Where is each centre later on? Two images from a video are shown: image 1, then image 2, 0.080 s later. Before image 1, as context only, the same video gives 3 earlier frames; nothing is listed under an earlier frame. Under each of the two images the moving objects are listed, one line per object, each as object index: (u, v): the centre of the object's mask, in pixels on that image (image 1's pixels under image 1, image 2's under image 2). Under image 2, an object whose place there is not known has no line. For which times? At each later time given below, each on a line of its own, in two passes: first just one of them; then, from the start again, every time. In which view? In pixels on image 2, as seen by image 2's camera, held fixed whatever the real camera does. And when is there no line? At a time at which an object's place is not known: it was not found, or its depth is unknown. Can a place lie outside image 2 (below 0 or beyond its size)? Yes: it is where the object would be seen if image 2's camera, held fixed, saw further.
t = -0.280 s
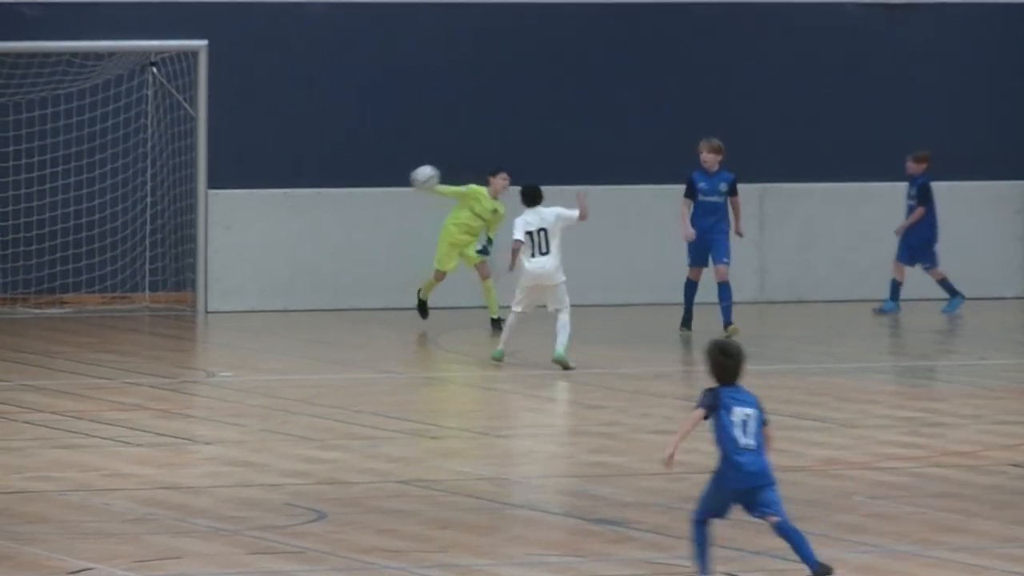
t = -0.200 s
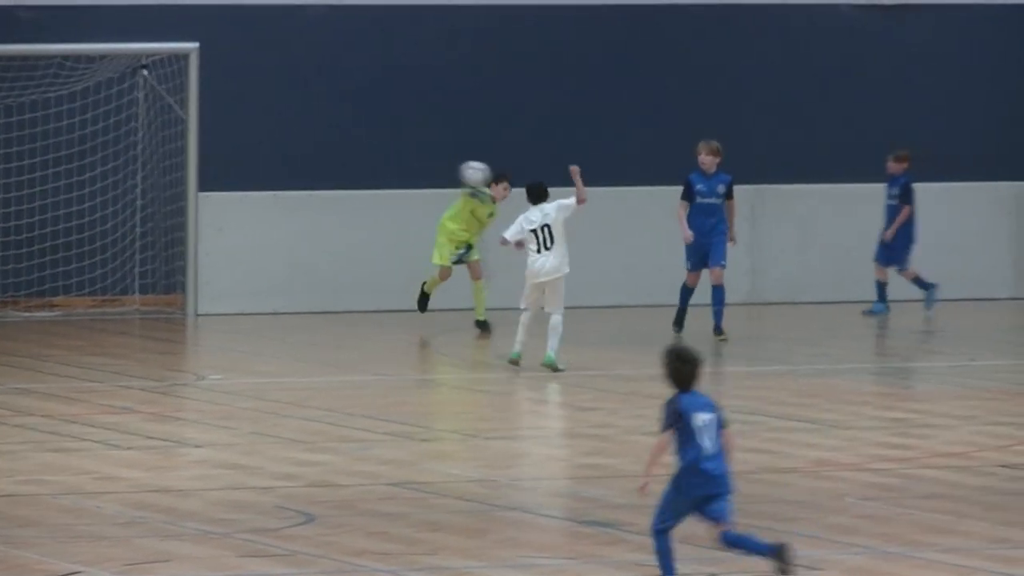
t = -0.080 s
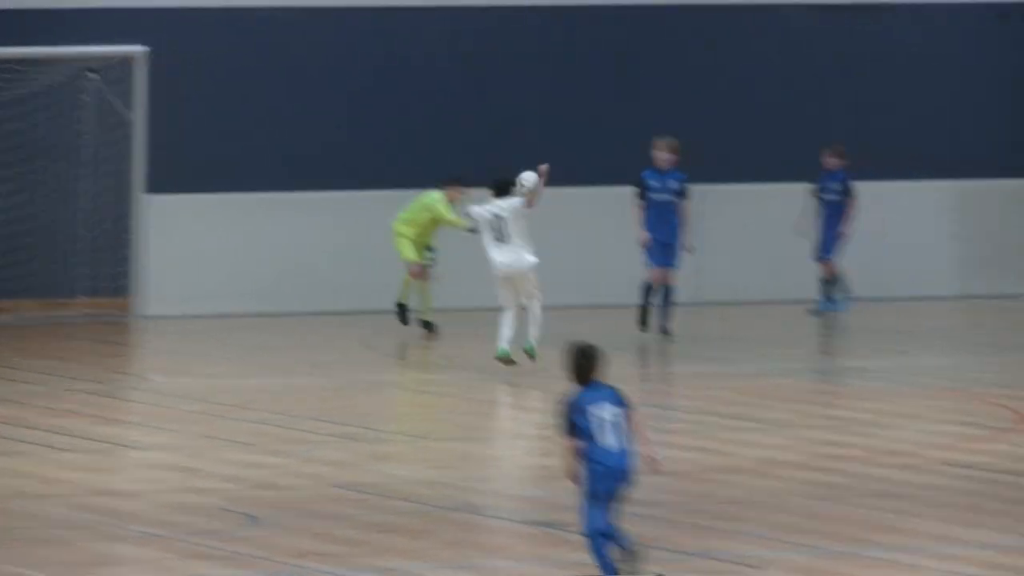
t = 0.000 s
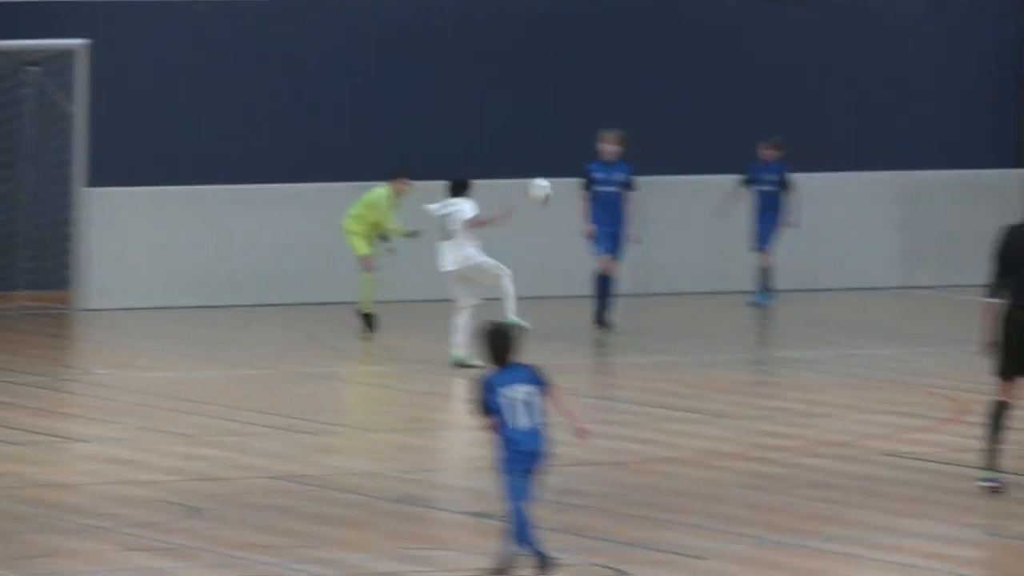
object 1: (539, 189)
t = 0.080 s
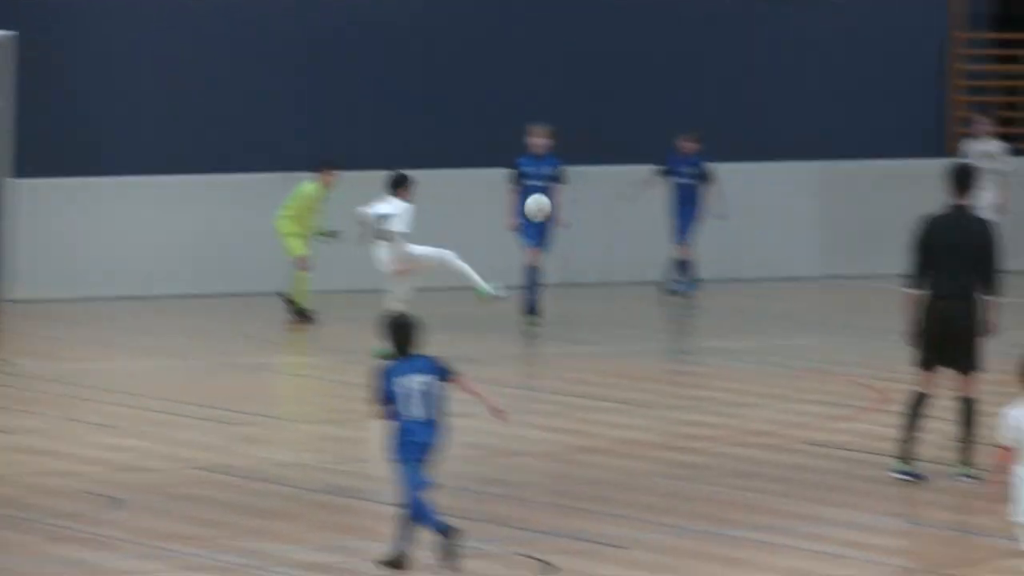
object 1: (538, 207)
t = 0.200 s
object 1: (645, 258)
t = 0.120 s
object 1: (571, 221)
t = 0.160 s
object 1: (609, 237)
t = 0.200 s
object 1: (645, 258)
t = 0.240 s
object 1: (680, 280)
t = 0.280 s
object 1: (717, 303)
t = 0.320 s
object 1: (754, 330)
